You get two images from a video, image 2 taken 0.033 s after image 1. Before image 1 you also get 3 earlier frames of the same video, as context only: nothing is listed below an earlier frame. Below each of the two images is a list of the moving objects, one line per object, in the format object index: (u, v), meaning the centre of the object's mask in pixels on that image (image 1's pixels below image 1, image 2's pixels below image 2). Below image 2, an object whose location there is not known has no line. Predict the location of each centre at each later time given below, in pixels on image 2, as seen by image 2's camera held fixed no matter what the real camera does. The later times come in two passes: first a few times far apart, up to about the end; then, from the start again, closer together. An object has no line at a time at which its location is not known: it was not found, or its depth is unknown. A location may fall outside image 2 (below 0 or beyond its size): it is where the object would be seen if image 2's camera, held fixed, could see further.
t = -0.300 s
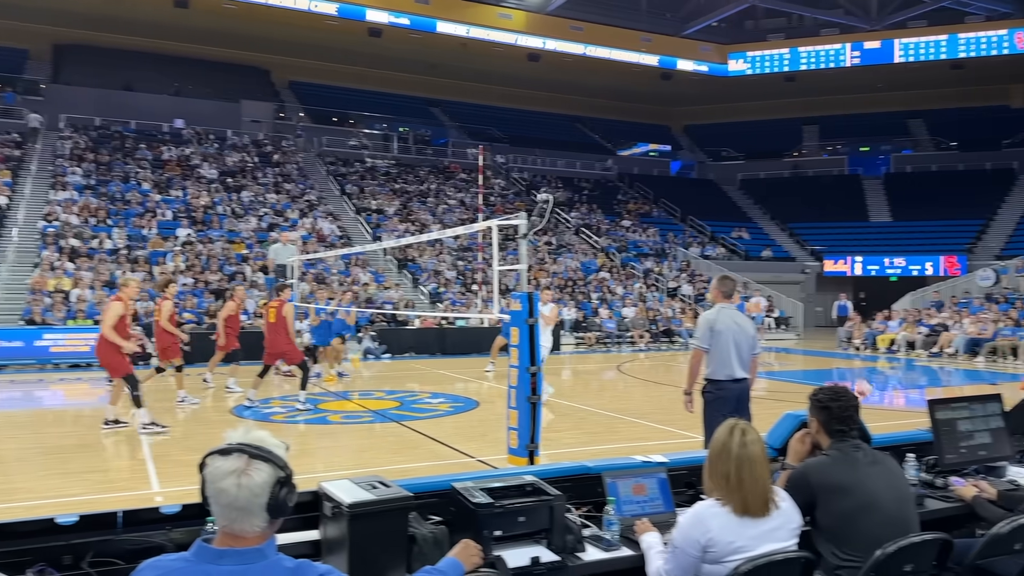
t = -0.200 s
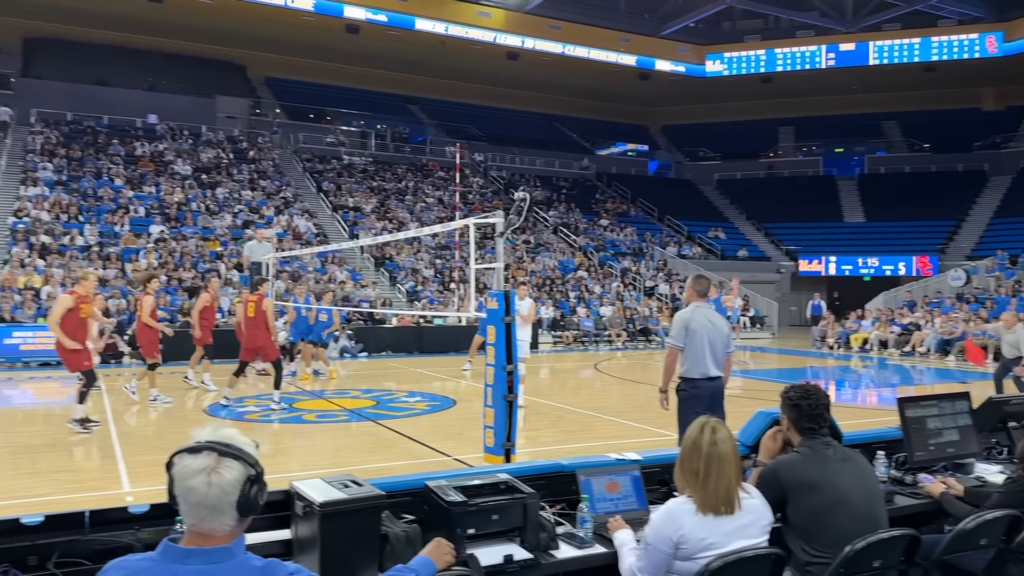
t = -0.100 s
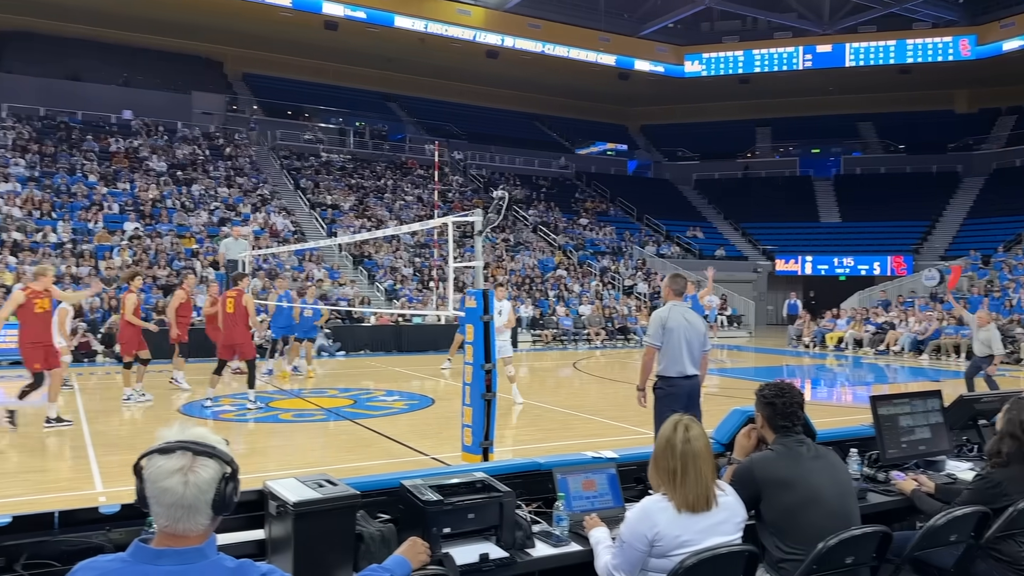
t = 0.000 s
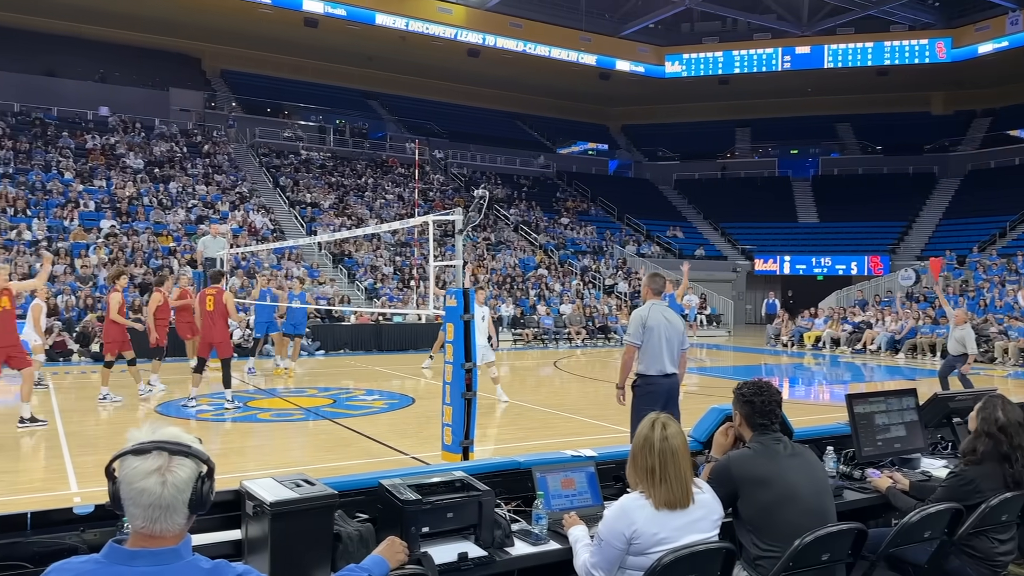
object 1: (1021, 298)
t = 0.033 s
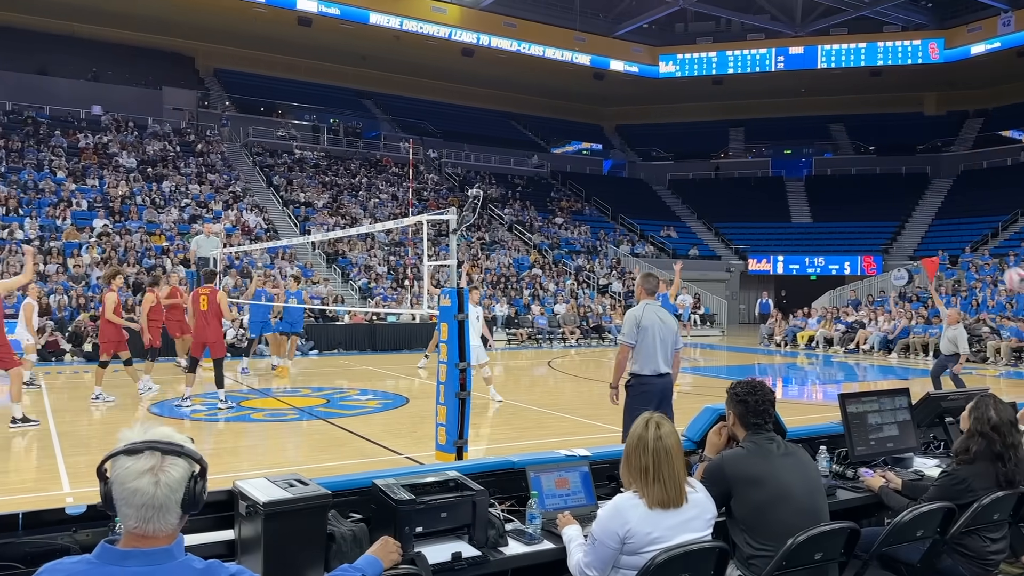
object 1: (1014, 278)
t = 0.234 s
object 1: (989, 181)
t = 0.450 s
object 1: (967, 127)
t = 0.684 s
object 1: (949, 116)
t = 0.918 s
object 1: (933, 145)
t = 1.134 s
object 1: (920, 203)
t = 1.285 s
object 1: (911, 257)
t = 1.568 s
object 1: (893, 382)
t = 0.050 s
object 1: (1012, 267)
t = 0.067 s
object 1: (1010, 258)
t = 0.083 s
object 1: (1008, 249)
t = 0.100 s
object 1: (1006, 240)
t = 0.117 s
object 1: (1003, 232)
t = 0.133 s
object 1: (1002, 224)
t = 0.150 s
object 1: (999, 216)
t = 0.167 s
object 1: (997, 208)
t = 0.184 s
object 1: (995, 201)
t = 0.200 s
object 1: (993, 194)
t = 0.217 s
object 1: (991, 188)
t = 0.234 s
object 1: (989, 181)
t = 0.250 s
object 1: (987, 175)
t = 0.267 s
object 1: (985, 170)
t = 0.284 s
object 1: (983, 164)
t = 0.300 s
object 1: (981, 160)
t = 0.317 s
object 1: (980, 155)
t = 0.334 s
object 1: (978, 151)
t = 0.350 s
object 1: (976, 146)
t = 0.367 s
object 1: (975, 143)
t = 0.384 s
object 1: (973, 139)
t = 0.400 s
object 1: (971, 136)
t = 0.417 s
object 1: (970, 132)
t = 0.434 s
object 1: (969, 129)
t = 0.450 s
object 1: (967, 127)
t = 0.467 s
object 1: (966, 125)
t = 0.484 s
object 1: (964, 123)
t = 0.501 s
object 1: (963, 121)
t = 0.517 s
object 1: (962, 119)
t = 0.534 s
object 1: (960, 118)
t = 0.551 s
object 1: (959, 117)
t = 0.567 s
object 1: (957, 116)
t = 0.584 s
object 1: (956, 115)
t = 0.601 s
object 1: (955, 115)
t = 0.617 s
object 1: (954, 114)
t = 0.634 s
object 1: (952, 115)
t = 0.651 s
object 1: (951, 115)
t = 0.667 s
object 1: (950, 115)
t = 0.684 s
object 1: (949, 116)
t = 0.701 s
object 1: (948, 117)
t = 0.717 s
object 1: (947, 118)
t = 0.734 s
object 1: (945, 119)
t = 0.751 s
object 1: (944, 121)
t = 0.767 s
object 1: (943, 122)
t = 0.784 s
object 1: (942, 124)
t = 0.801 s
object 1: (941, 126)
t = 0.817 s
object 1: (940, 128)
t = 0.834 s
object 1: (939, 130)
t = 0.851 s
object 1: (938, 133)
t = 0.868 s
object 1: (936, 136)
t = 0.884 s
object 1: (935, 139)
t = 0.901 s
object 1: (935, 142)
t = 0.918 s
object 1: (933, 145)
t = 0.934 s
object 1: (932, 149)
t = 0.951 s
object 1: (931, 152)
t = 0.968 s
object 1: (930, 156)
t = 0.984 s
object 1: (929, 160)
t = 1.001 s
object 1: (928, 164)
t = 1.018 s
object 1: (927, 169)
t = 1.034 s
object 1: (926, 173)
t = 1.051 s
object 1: (924, 178)
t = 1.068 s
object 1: (924, 183)
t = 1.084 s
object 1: (923, 188)
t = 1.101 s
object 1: (922, 193)
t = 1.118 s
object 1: (921, 198)
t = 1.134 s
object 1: (920, 203)
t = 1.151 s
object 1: (919, 208)
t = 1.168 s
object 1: (917, 214)
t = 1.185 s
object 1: (916, 220)
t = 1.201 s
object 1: (915, 226)
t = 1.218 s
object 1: (914, 232)
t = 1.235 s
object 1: (913, 238)
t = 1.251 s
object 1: (912, 244)
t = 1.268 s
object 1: (911, 251)
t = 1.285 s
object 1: (911, 257)
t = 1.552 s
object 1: (894, 374)
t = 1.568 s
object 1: (893, 382)
